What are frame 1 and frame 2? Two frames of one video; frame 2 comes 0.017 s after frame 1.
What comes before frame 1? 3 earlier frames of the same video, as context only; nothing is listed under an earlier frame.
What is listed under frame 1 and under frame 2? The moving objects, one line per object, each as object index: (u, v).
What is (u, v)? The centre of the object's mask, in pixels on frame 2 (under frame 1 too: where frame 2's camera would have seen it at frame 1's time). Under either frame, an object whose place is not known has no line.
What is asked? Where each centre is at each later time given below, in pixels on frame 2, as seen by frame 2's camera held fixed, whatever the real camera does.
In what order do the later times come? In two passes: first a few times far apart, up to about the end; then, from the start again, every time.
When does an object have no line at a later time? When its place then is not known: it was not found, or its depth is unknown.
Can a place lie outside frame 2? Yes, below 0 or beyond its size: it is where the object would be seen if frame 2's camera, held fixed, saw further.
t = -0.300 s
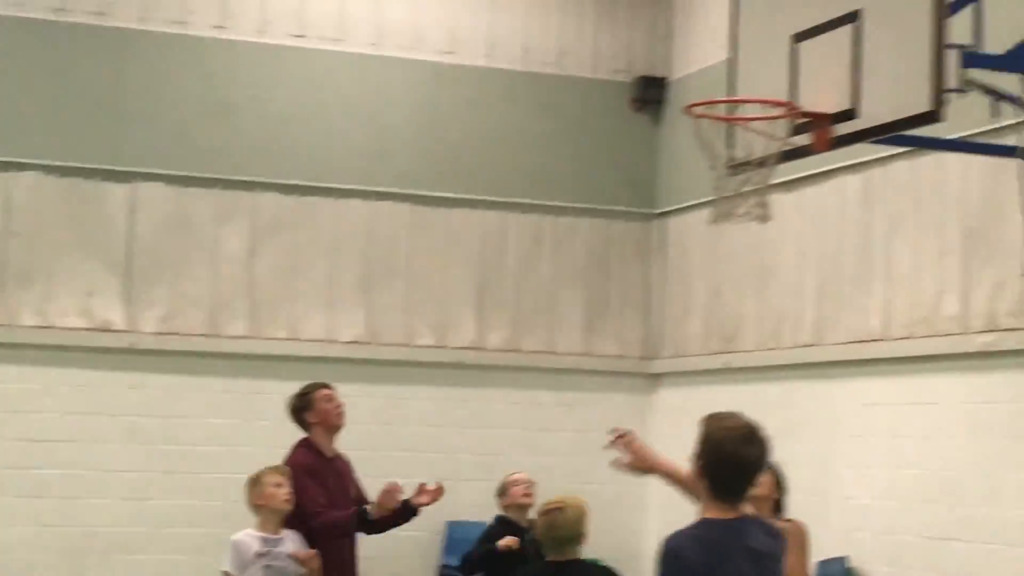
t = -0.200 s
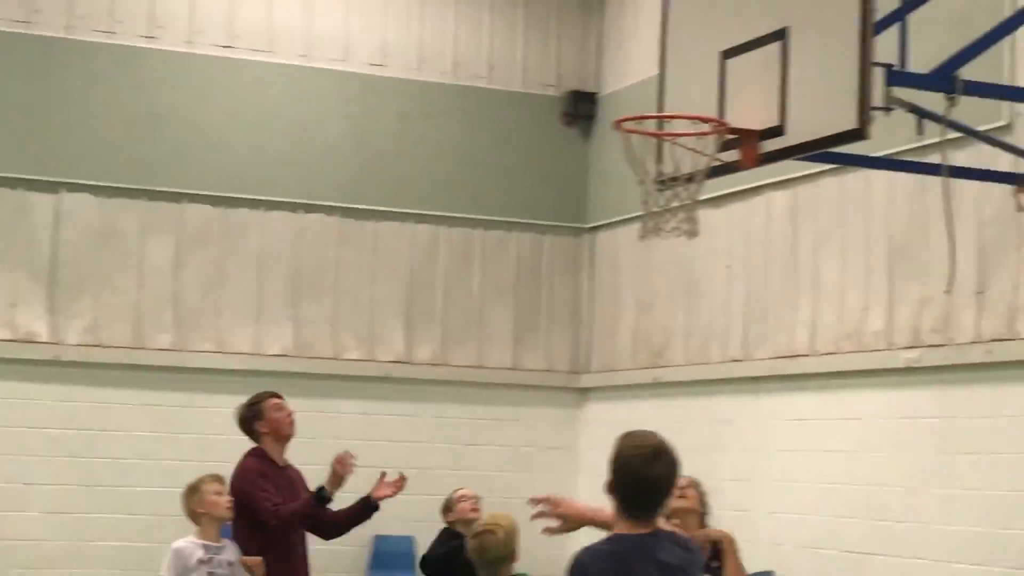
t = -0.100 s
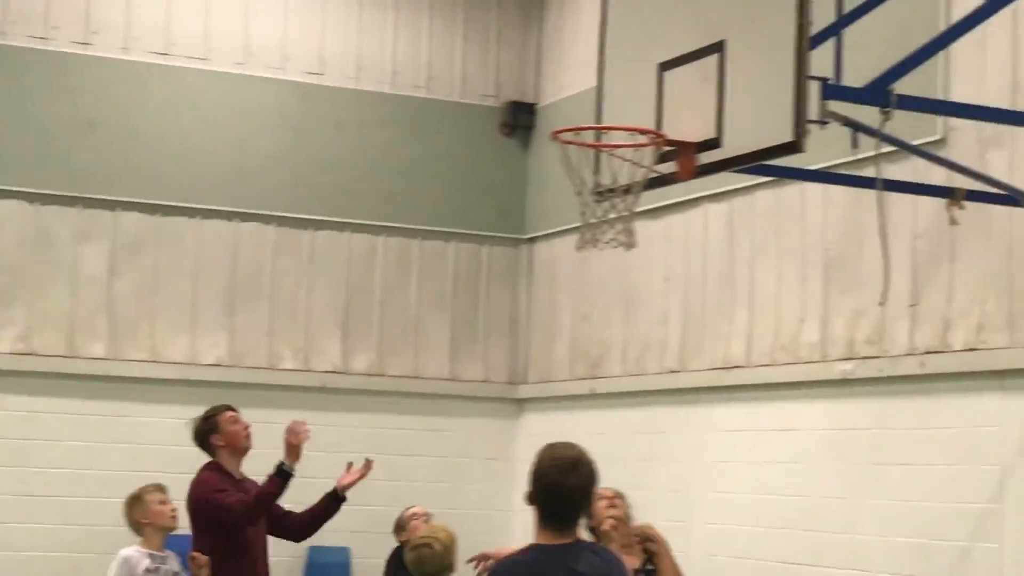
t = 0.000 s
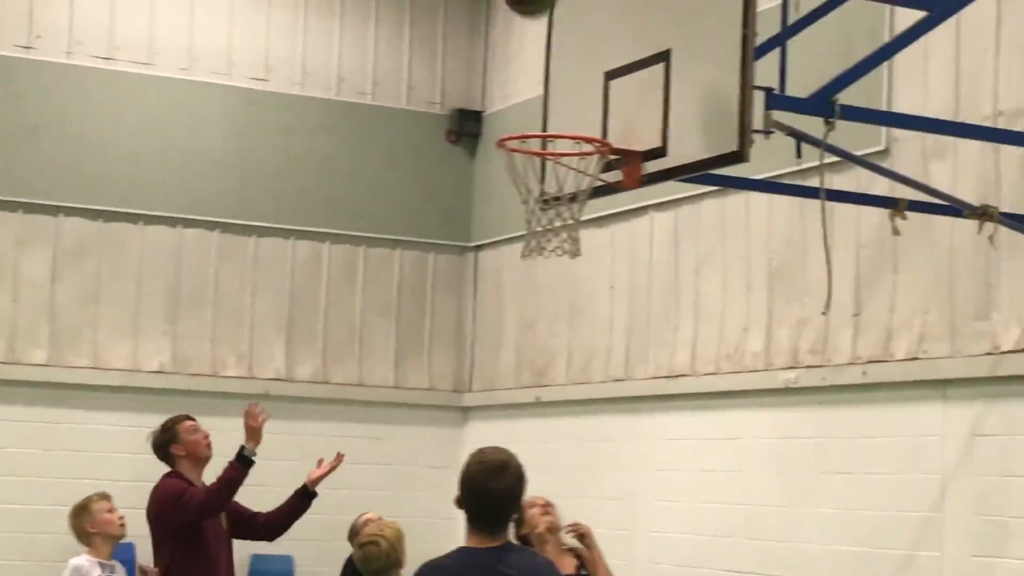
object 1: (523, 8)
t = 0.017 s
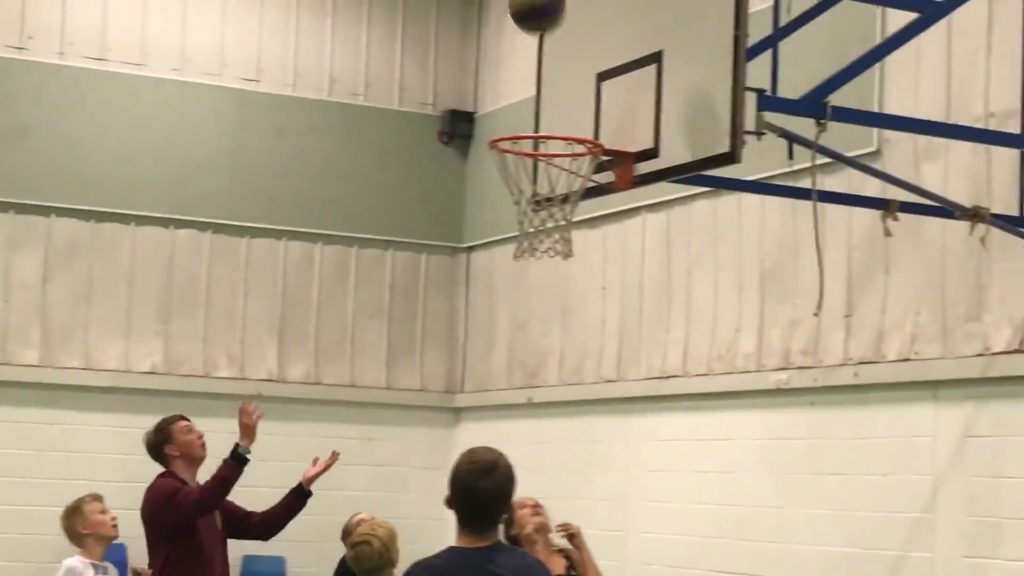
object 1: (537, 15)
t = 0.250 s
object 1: (524, 135)
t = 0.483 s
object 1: (557, 116)
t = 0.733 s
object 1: (529, 123)
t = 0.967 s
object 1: (566, 136)
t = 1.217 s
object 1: (533, 194)
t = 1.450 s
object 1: (524, 243)
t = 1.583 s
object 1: (530, 309)
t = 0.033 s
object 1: (550, 22)
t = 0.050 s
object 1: (564, 37)
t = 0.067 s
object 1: (577, 53)
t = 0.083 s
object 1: (589, 71)
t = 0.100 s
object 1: (602, 89)
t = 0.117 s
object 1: (615, 107)
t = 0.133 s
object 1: (603, 116)
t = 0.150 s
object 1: (589, 121)
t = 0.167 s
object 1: (573, 120)
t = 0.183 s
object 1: (559, 128)
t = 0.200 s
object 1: (545, 131)
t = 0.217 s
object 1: (530, 136)
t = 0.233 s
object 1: (516, 139)
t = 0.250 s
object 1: (524, 135)
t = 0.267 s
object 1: (533, 132)
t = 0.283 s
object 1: (541, 129)
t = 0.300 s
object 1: (550, 127)
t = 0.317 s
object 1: (558, 125)
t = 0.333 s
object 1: (568, 120)
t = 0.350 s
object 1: (576, 121)
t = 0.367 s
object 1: (585, 122)
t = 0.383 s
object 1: (592, 123)
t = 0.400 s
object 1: (585, 122)
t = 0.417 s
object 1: (579, 120)
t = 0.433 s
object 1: (573, 119)
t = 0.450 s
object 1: (568, 118)
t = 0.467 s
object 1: (562, 117)
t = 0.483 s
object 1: (557, 116)
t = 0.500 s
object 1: (552, 115)
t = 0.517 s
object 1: (546, 116)
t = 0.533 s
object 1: (541, 116)
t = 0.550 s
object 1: (535, 120)
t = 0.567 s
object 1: (529, 123)
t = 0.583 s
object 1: (523, 126)
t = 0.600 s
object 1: (518, 130)
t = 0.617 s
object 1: (513, 133)
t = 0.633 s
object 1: (513, 132)
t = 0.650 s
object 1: (515, 130)
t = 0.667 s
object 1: (517, 127)
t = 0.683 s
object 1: (521, 124)
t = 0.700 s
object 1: (523, 123)
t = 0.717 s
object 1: (526, 124)
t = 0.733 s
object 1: (529, 123)
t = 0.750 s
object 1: (532, 124)
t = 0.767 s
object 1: (534, 125)
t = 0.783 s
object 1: (537, 126)
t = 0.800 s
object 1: (540, 125)
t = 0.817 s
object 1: (543, 123)
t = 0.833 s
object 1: (547, 122)
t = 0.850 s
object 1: (550, 122)
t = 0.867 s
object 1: (553, 122)
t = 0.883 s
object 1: (557, 119)
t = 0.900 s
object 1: (559, 125)
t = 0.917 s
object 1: (563, 127)
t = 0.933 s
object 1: (565, 131)
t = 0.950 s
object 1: (567, 135)
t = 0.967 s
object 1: (566, 136)
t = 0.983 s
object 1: (564, 137)
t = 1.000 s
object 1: (562, 139)
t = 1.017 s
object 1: (560, 142)
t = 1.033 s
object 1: (558, 145)
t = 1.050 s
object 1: (557, 149)
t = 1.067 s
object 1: (554, 154)
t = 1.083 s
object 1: (551, 162)
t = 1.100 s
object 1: (549, 165)
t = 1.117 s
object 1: (547, 172)
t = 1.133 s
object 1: (545, 178)
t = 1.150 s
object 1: (542, 181)
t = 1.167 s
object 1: (541, 186)
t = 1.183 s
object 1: (539, 189)
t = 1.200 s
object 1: (536, 193)
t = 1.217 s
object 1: (533, 194)
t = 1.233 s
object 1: (530, 196)
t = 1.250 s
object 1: (529, 199)
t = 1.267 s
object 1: (526, 202)
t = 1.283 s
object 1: (525, 204)
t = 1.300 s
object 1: (524, 208)
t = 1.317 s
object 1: (522, 211)
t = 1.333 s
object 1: (522, 214)
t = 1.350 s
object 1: (520, 216)
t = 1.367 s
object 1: (523, 221)
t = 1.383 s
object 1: (522, 224)
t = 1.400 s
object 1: (521, 229)
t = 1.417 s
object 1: (520, 234)
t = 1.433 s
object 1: (522, 238)
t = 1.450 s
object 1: (524, 243)
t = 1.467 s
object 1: (524, 248)
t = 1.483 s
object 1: (525, 256)
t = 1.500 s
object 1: (525, 263)
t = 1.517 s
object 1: (526, 270)
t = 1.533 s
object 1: (527, 279)
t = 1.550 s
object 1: (528, 288)
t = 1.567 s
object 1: (529, 299)
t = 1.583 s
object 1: (530, 309)
